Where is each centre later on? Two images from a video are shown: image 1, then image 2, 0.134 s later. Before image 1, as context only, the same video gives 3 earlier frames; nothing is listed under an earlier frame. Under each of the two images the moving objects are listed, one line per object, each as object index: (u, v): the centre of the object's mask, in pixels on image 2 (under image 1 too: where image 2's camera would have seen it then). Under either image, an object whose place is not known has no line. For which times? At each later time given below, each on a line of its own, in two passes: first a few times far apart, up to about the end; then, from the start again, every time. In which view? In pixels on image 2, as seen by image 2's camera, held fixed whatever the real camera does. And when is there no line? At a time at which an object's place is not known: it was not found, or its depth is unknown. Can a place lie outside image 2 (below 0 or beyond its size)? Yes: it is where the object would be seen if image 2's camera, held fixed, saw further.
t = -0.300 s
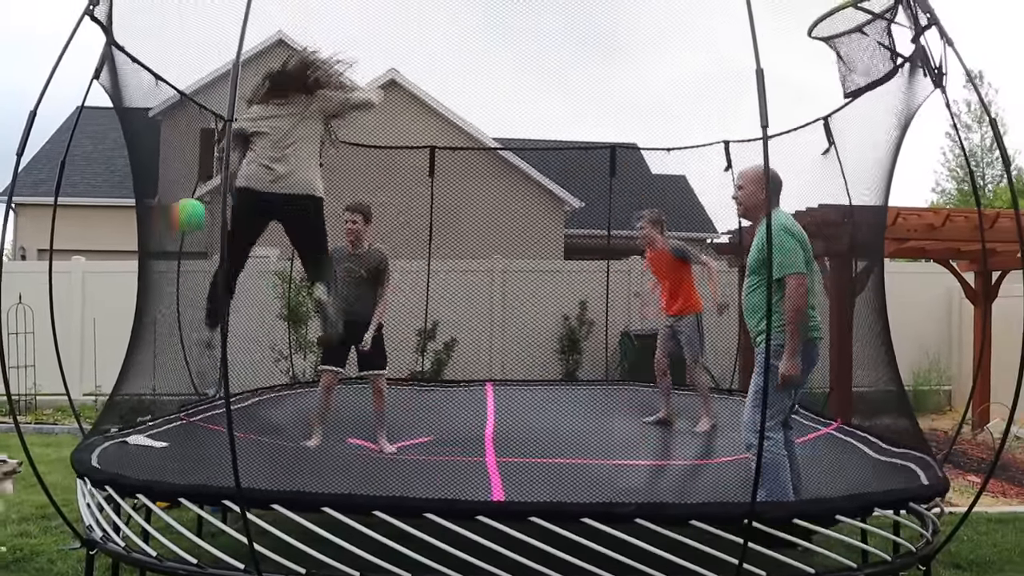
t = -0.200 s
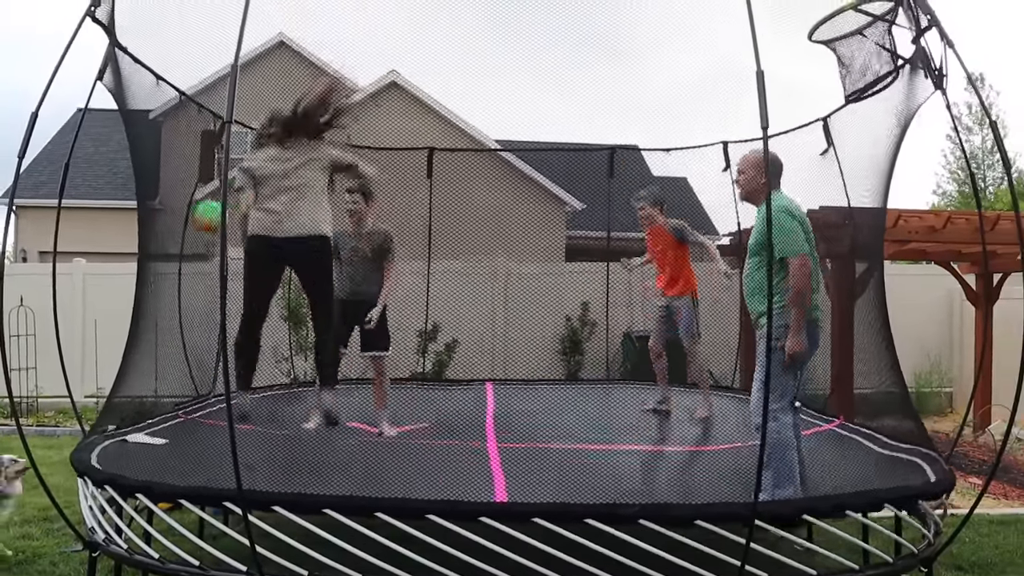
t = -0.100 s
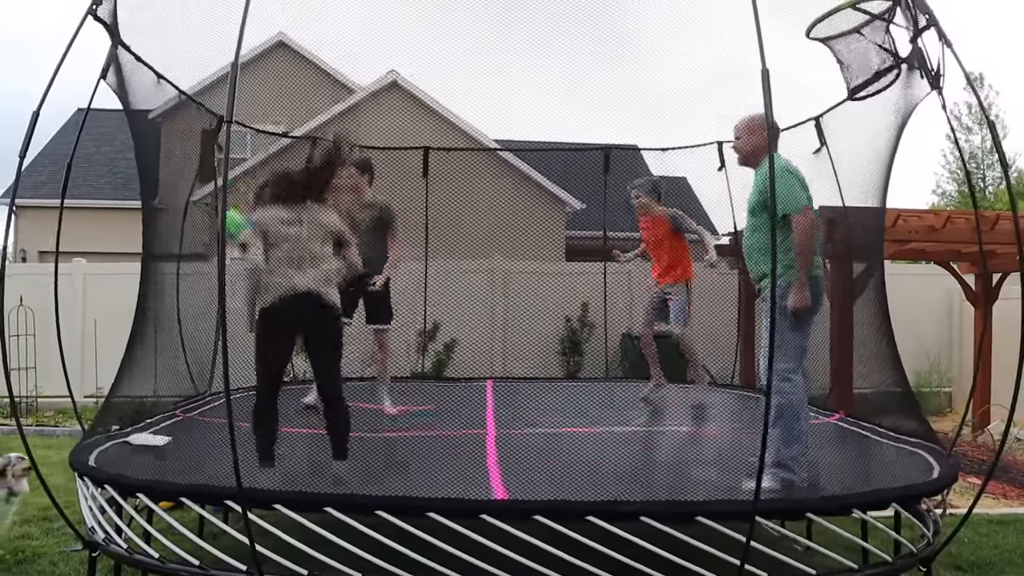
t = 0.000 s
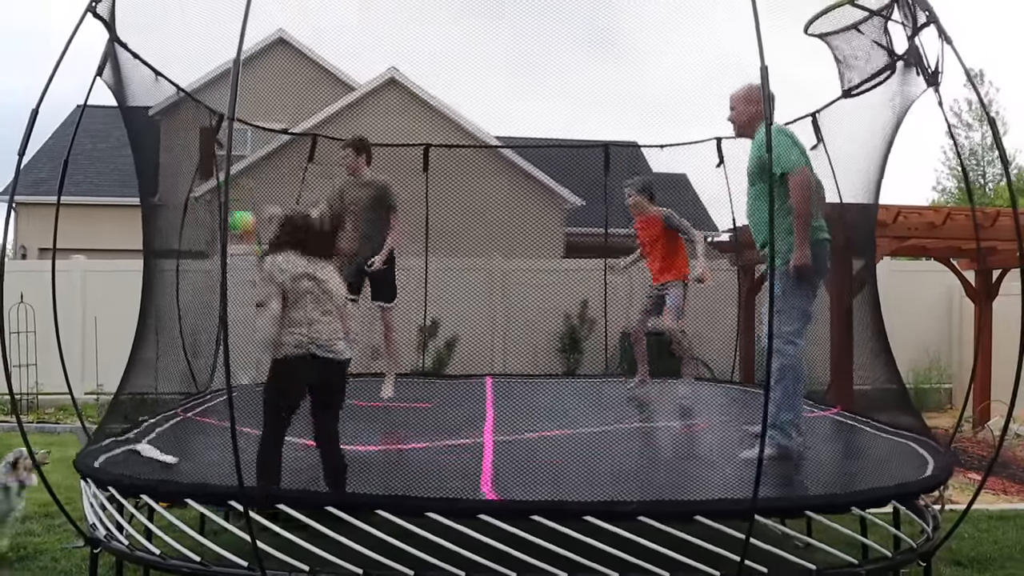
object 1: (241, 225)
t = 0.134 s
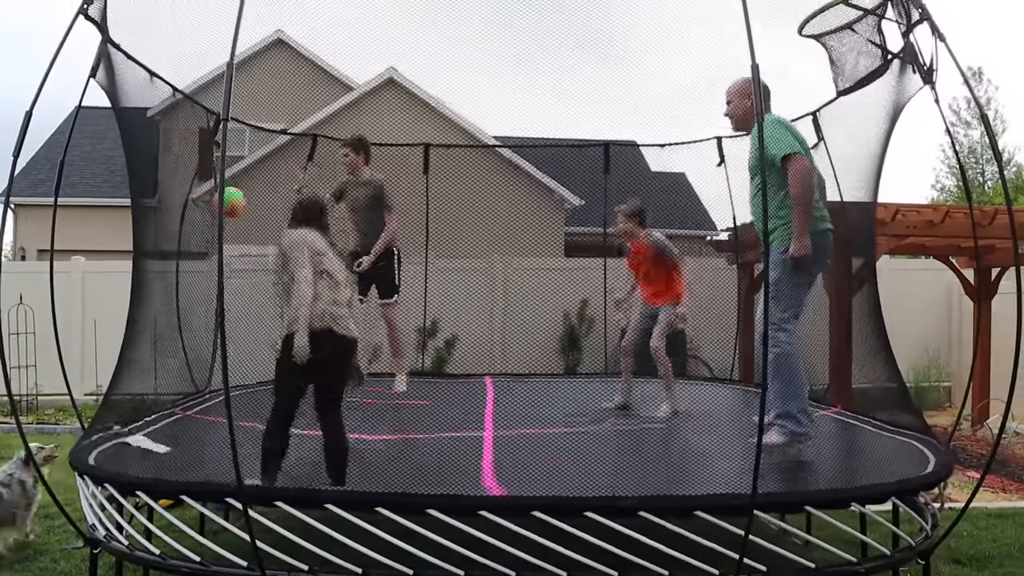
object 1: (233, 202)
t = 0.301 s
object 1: (239, 203)
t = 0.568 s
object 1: (250, 294)
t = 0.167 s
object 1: (234, 198)
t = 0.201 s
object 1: (235, 195)
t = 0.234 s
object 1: (236, 196)
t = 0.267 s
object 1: (238, 197)
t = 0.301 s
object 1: (239, 203)
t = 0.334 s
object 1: (241, 207)
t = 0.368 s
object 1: (242, 212)
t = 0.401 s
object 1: (243, 223)
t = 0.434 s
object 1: (245, 234)
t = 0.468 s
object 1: (246, 248)
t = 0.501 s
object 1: (248, 261)
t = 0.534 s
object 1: (251, 278)
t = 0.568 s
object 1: (250, 294)
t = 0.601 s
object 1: (244, 305)
